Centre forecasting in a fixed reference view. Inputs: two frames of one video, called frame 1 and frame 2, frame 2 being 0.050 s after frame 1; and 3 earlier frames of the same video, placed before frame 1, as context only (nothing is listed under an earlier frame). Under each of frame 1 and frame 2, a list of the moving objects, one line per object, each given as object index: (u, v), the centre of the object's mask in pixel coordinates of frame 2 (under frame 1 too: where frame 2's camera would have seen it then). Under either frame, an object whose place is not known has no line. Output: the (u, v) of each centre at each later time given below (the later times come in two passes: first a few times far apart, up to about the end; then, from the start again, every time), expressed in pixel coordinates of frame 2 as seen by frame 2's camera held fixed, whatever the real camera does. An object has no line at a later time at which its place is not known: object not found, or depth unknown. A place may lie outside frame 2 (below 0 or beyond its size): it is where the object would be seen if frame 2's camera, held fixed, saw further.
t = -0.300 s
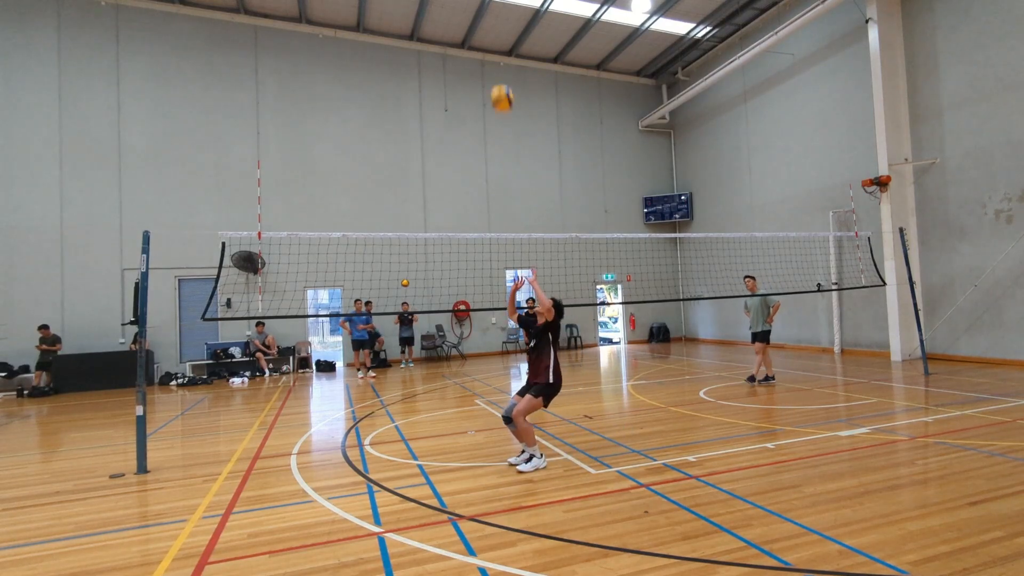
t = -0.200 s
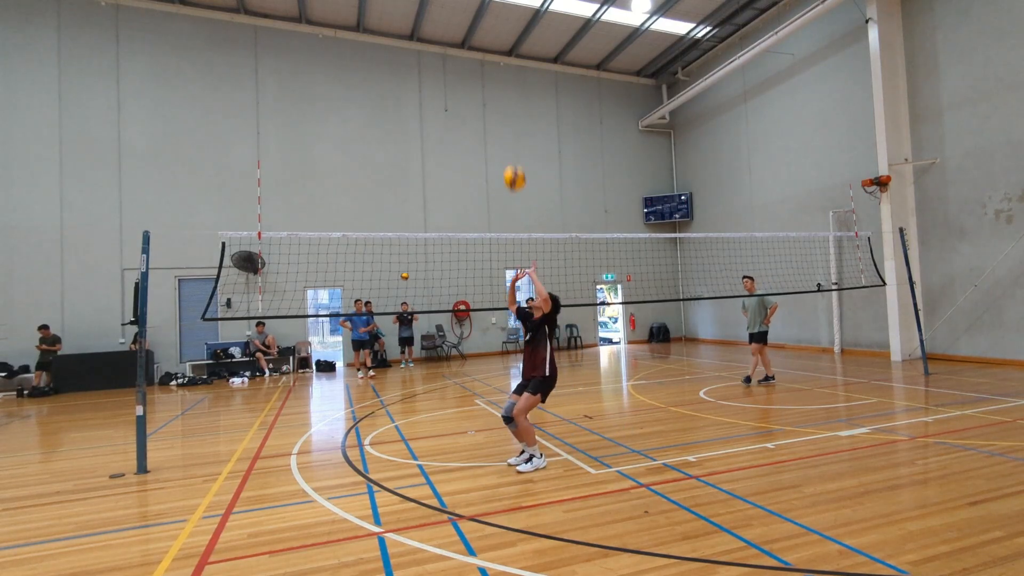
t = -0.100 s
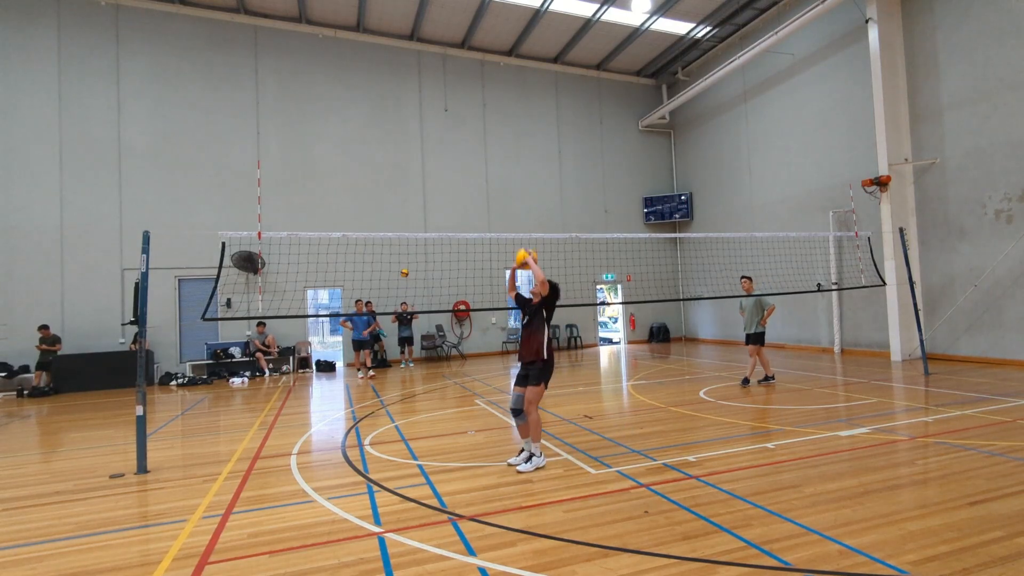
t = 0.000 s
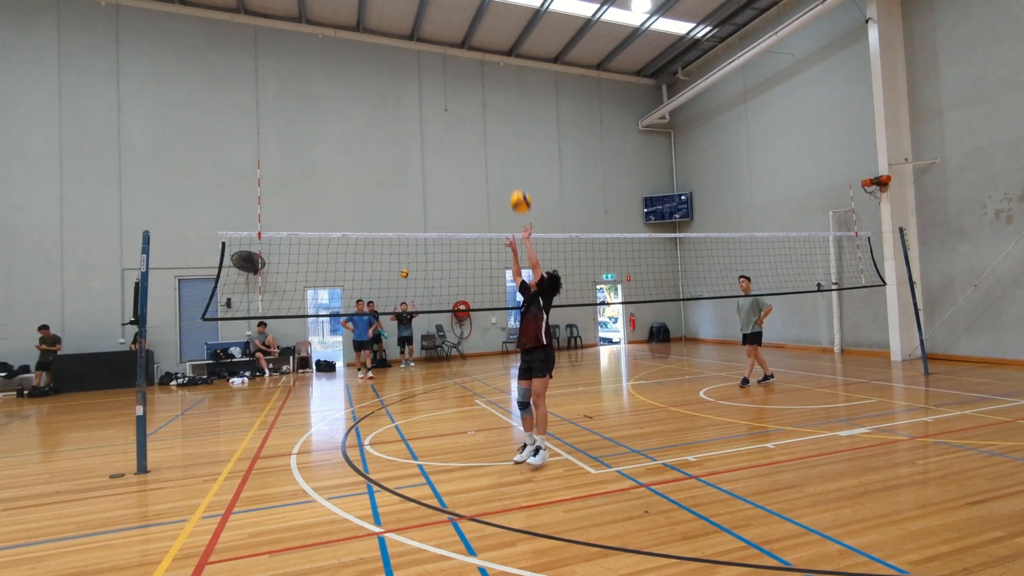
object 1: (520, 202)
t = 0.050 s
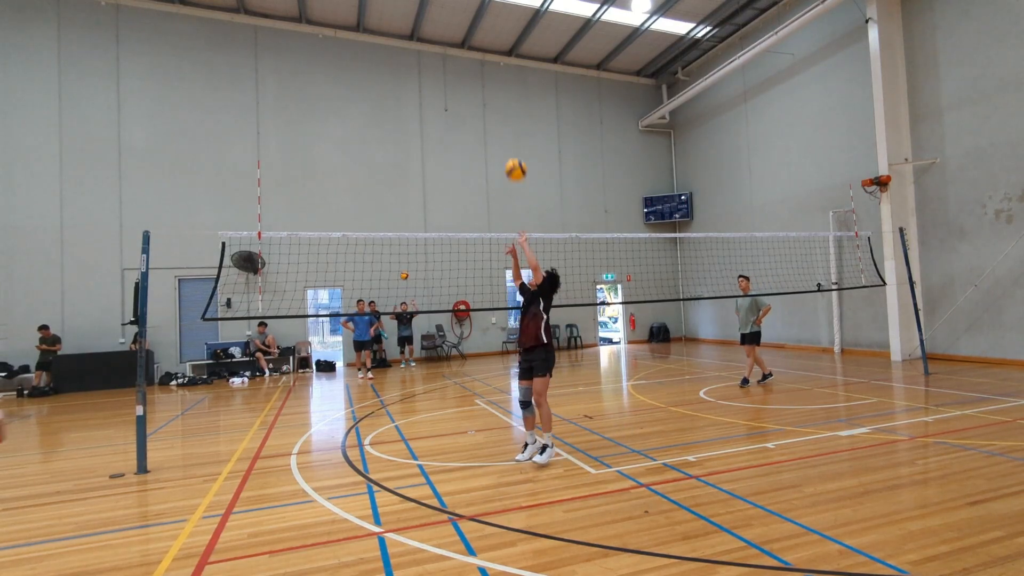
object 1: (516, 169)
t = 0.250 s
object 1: (498, 74)
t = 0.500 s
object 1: (482, 15)
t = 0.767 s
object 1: (468, 15)
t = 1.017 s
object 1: (459, 64)
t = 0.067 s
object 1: (514, 159)
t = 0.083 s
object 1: (512, 150)
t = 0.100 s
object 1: (511, 141)
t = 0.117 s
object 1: (509, 132)
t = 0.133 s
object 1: (508, 124)
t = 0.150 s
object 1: (506, 116)
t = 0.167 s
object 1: (505, 108)
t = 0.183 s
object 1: (504, 100)
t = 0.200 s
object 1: (503, 93)
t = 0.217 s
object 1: (501, 86)
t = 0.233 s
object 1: (500, 80)
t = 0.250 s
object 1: (498, 74)
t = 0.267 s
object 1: (497, 68)
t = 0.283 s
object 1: (496, 62)
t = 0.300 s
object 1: (495, 57)
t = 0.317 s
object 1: (493, 52)
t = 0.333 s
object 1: (492, 47)
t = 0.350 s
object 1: (491, 43)
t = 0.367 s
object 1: (490, 39)
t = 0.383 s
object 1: (489, 34)
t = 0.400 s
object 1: (488, 31)
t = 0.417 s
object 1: (487, 28)
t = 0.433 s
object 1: (486, 24)
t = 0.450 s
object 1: (485, 22)
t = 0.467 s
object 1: (484, 19)
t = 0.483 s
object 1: (483, 17)
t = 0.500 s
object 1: (482, 15)
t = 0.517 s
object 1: (481, 13)
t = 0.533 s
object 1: (480, 12)
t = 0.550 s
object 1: (479, 11)
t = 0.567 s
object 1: (478, 10)
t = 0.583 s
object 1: (477, 9)
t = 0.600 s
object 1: (476, 8)
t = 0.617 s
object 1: (476, 8)
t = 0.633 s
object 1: (475, 8)
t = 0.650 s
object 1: (474, 9)
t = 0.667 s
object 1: (473, 9)
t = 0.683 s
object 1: (472, 9)
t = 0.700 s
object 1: (472, 10)
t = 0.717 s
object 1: (471, 11)
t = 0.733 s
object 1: (470, 12)
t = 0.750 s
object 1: (469, 13)
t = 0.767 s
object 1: (468, 15)
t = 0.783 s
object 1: (468, 17)
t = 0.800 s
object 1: (467, 18)
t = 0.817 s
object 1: (466, 21)
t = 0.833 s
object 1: (466, 24)
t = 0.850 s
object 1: (465, 26)
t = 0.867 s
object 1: (464, 29)
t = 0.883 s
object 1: (463, 32)
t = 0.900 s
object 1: (463, 36)
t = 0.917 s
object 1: (462, 39)
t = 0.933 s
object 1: (462, 42)
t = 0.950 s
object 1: (461, 46)
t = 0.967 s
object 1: (461, 50)
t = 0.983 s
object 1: (460, 55)
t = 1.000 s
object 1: (459, 59)
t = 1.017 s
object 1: (459, 64)
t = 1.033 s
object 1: (458, 69)
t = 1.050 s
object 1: (458, 74)
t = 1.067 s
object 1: (458, 79)
